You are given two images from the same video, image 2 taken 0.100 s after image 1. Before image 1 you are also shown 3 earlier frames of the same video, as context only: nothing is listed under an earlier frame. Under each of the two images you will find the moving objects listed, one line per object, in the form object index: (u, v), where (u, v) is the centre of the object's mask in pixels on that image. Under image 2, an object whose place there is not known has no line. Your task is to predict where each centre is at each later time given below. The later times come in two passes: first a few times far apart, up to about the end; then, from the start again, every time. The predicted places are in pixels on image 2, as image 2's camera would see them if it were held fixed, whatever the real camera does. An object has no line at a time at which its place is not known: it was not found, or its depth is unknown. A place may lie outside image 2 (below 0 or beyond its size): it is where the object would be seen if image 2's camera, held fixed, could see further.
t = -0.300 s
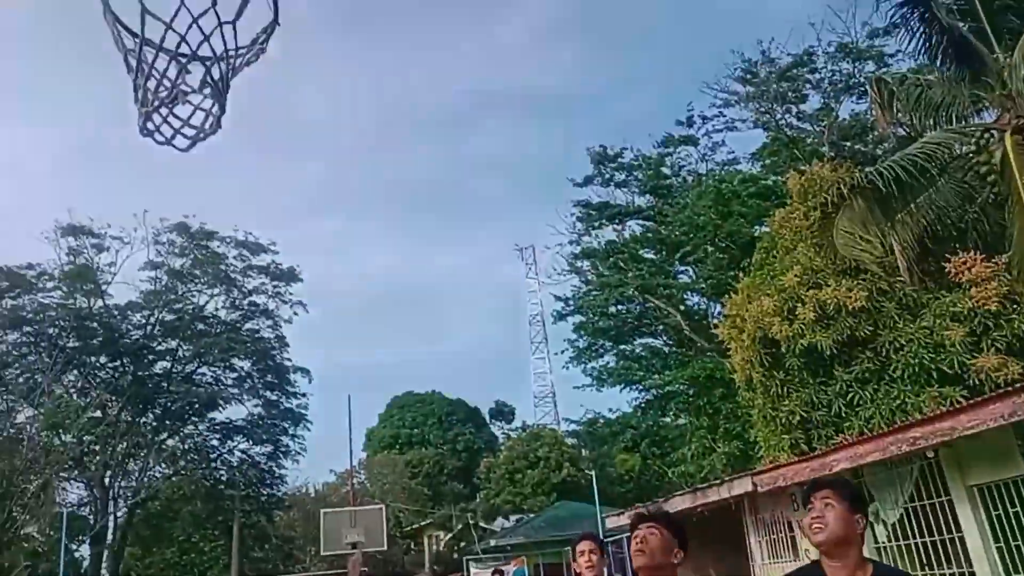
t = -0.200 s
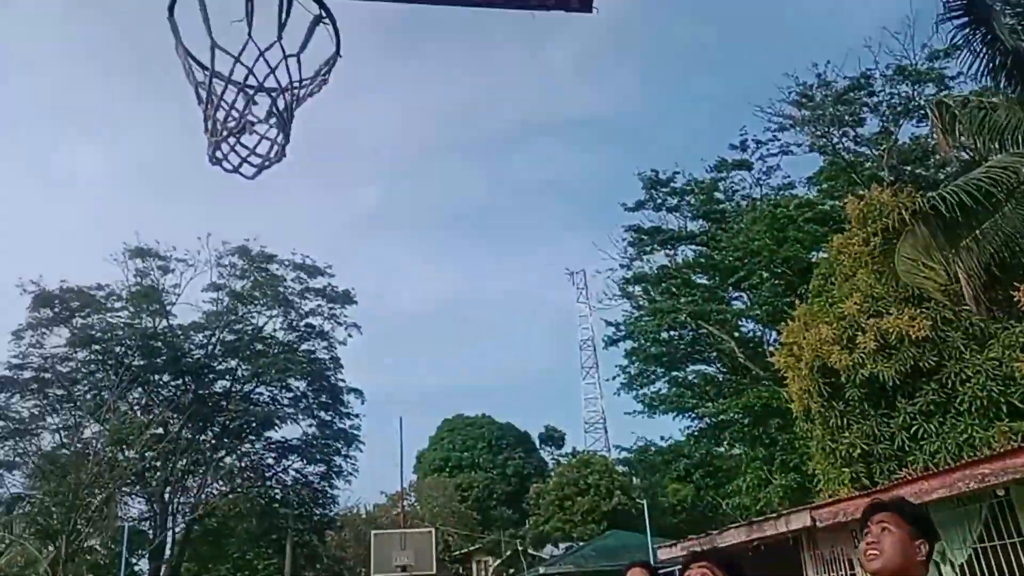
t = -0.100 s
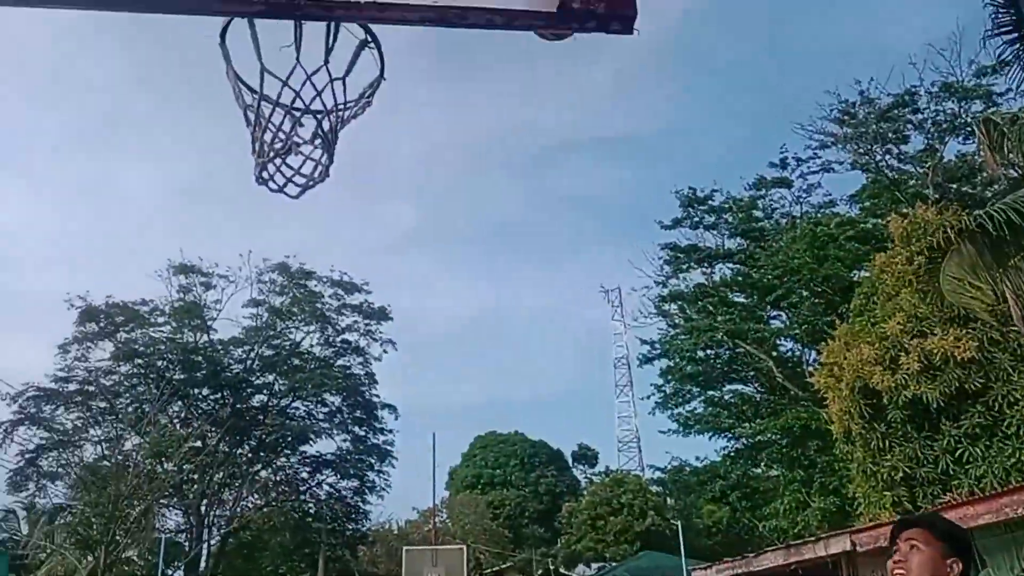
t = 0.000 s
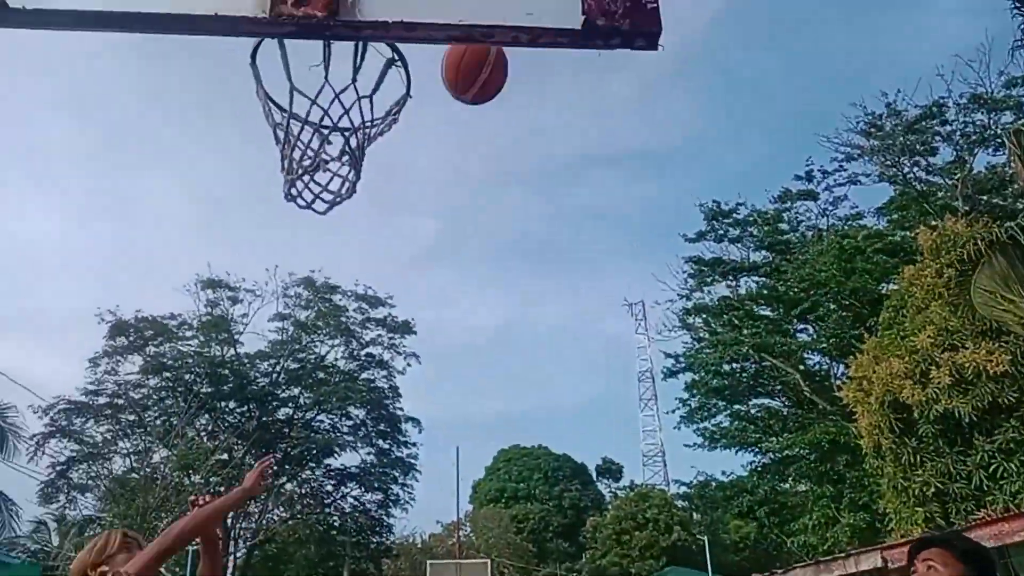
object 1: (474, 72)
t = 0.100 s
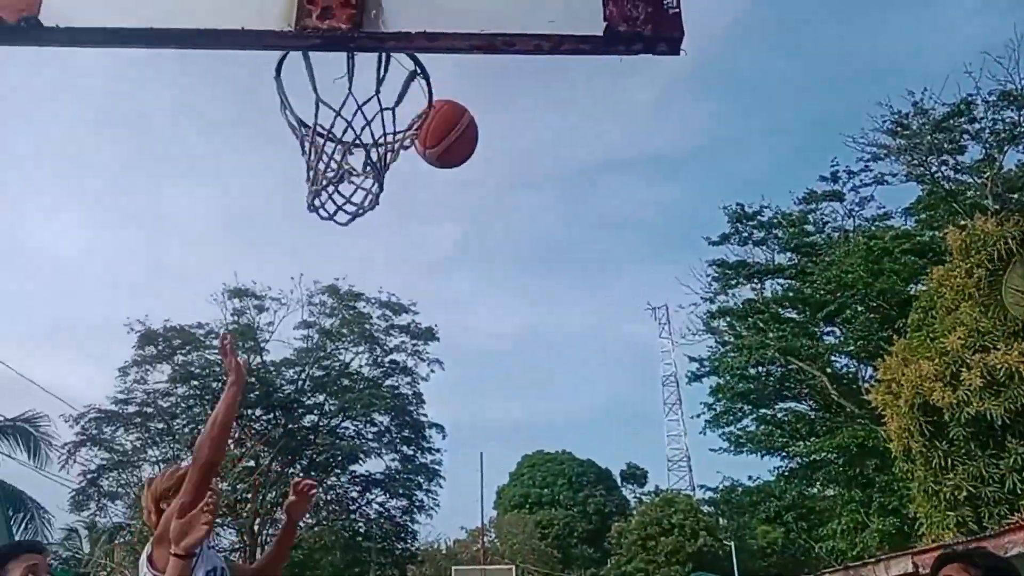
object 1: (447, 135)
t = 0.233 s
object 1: (474, 212)
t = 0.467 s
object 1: (513, 388)
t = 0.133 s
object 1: (453, 154)
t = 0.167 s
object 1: (461, 174)
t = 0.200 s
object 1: (468, 193)
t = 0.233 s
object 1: (474, 212)
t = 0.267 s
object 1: (480, 233)
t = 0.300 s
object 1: (486, 255)
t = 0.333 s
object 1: (491, 278)
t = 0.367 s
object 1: (497, 303)
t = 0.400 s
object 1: (503, 330)
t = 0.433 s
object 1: (508, 358)
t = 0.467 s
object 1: (513, 388)
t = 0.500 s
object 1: (519, 420)
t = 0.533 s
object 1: (524, 454)
